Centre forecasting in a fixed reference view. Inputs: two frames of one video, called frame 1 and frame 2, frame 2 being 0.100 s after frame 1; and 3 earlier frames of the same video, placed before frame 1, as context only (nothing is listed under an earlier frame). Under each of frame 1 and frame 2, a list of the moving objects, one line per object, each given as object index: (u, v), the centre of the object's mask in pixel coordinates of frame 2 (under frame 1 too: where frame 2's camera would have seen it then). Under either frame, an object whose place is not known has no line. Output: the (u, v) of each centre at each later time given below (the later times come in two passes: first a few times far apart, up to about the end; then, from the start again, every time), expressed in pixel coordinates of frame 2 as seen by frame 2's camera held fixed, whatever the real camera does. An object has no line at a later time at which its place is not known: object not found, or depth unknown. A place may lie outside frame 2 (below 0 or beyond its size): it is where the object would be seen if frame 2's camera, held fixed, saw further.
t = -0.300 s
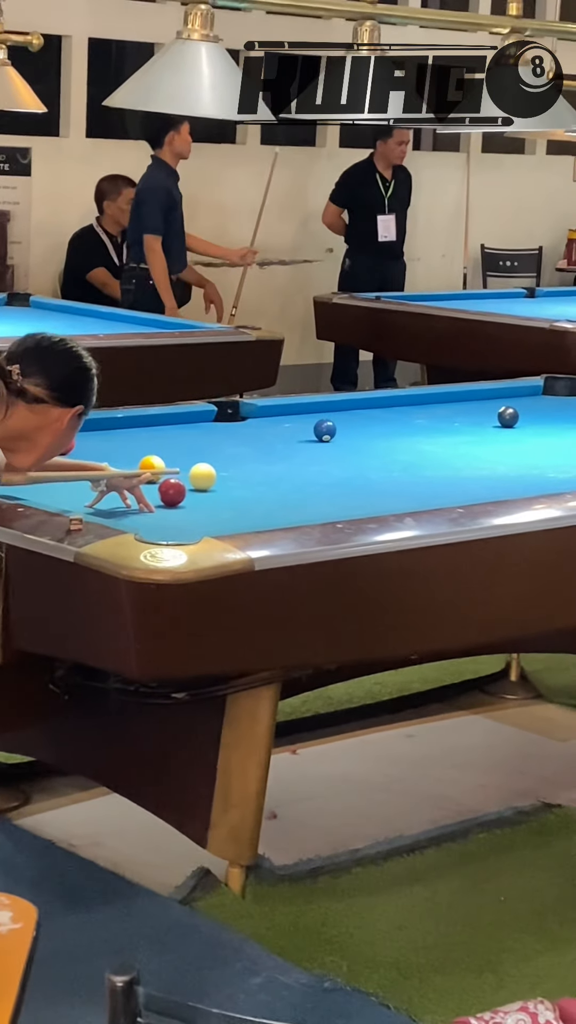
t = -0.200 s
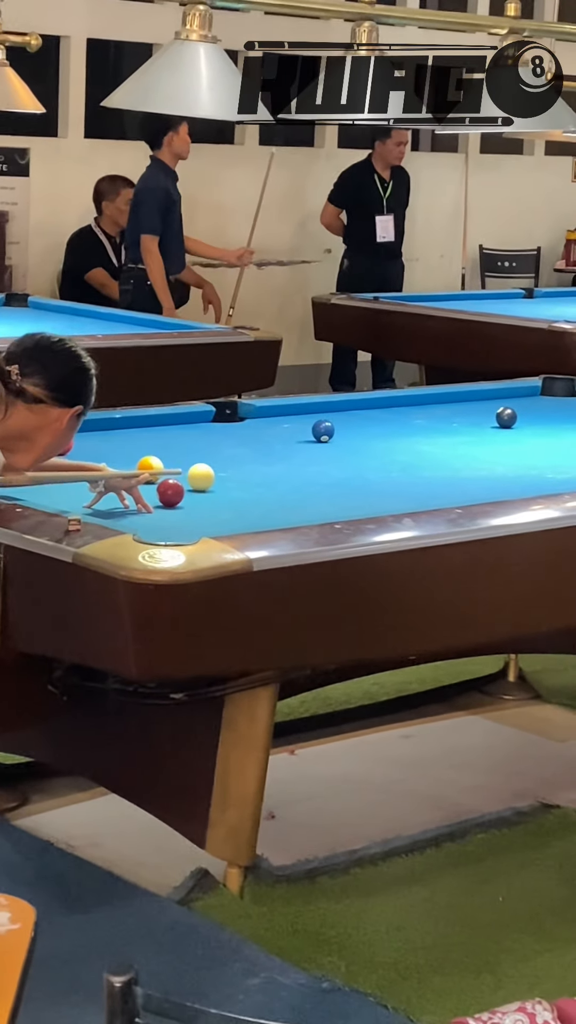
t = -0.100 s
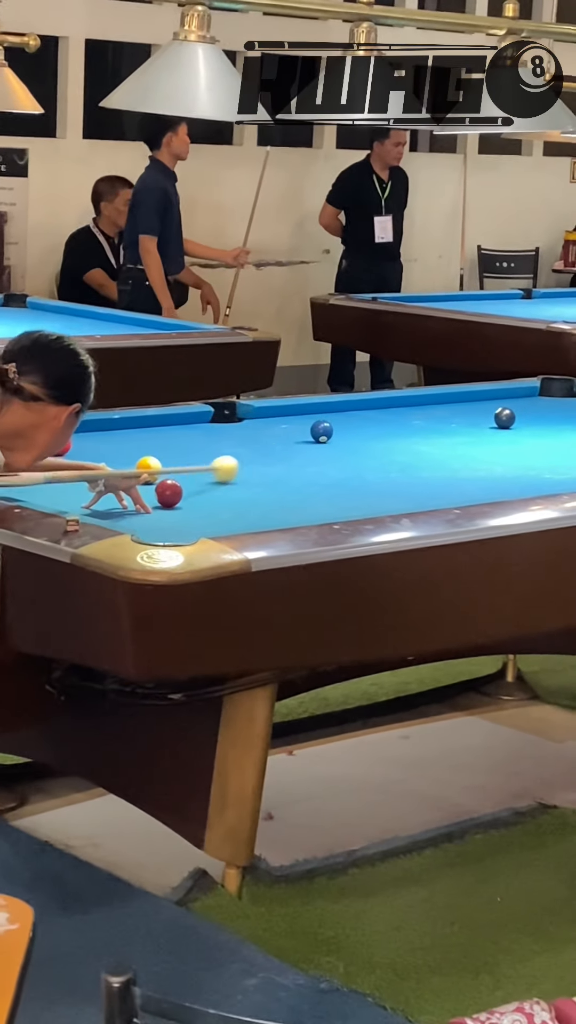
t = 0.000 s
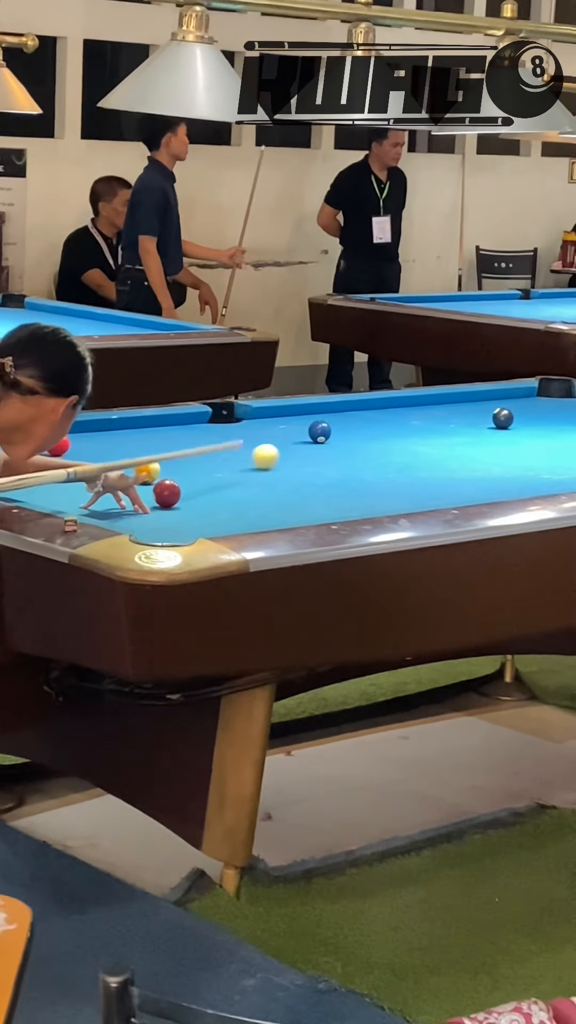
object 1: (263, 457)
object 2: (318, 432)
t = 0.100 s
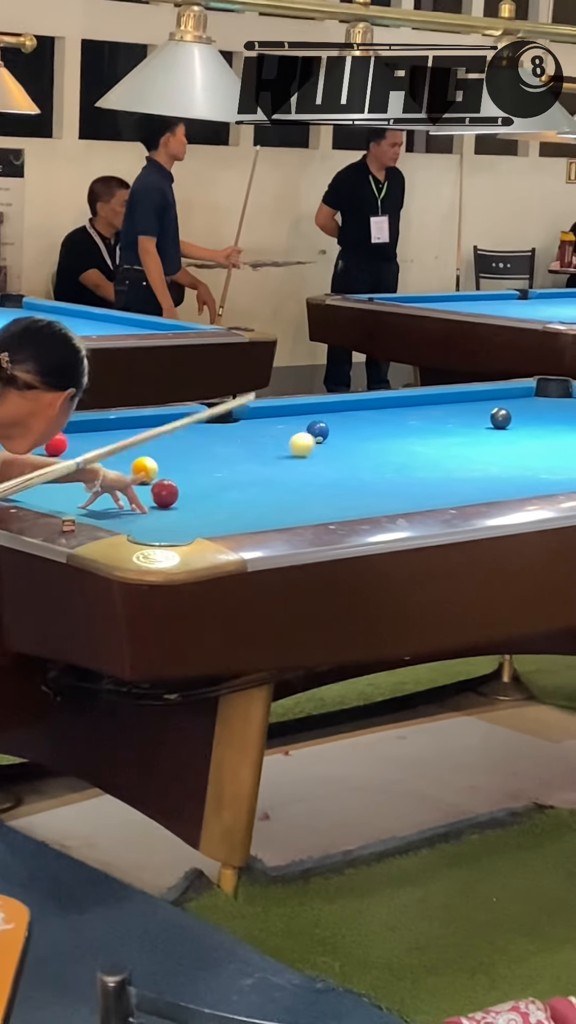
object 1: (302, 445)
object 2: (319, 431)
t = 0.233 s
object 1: (357, 431)
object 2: (309, 430)
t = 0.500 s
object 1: (478, 413)
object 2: (267, 422)
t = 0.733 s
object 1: (562, 401)
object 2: (237, 419)
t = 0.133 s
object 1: (314, 442)
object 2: (319, 426)
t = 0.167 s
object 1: (326, 438)
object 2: (314, 428)
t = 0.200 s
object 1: (339, 434)
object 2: (316, 432)
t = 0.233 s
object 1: (357, 431)
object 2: (309, 430)
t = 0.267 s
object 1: (374, 429)
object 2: (303, 429)
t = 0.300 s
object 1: (390, 427)
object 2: (298, 429)
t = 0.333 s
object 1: (405, 424)
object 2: (293, 427)
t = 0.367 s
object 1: (421, 422)
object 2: (287, 426)
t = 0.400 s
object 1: (435, 420)
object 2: (283, 425)
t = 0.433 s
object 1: (450, 417)
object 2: (277, 424)
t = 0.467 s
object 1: (464, 416)
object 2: (272, 423)
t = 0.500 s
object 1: (478, 413)
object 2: (267, 422)
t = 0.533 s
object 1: (483, 412)
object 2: (265, 421)
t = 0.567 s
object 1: (497, 406)
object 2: (260, 421)
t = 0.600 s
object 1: (519, 407)
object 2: (252, 420)
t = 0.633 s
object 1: (525, 406)
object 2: (250, 420)
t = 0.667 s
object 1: (537, 405)
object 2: (246, 419)
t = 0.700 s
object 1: (556, 402)
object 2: (239, 420)
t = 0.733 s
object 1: (562, 401)
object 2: (237, 419)
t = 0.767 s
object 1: (574, 399)
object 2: (232, 419)
